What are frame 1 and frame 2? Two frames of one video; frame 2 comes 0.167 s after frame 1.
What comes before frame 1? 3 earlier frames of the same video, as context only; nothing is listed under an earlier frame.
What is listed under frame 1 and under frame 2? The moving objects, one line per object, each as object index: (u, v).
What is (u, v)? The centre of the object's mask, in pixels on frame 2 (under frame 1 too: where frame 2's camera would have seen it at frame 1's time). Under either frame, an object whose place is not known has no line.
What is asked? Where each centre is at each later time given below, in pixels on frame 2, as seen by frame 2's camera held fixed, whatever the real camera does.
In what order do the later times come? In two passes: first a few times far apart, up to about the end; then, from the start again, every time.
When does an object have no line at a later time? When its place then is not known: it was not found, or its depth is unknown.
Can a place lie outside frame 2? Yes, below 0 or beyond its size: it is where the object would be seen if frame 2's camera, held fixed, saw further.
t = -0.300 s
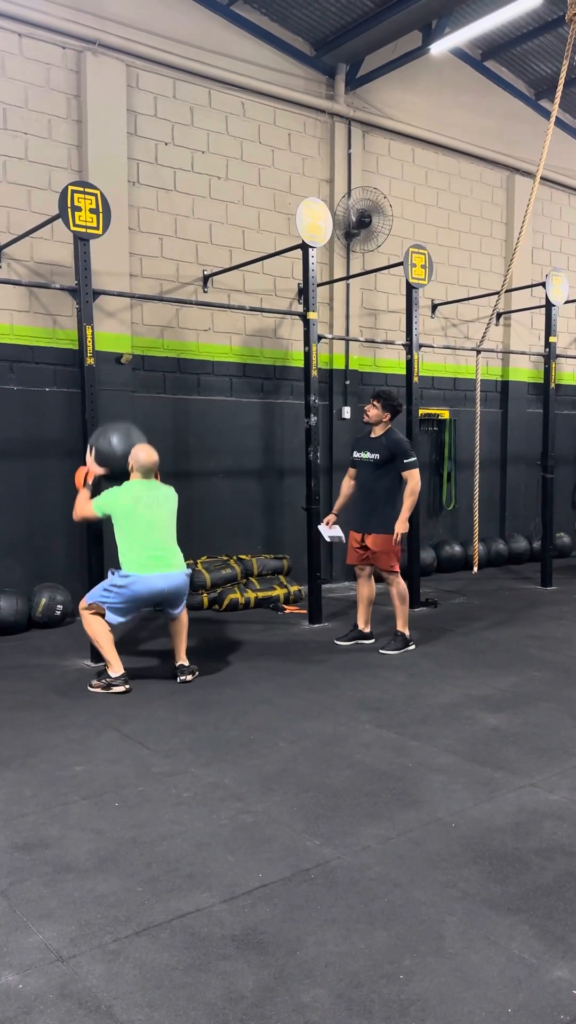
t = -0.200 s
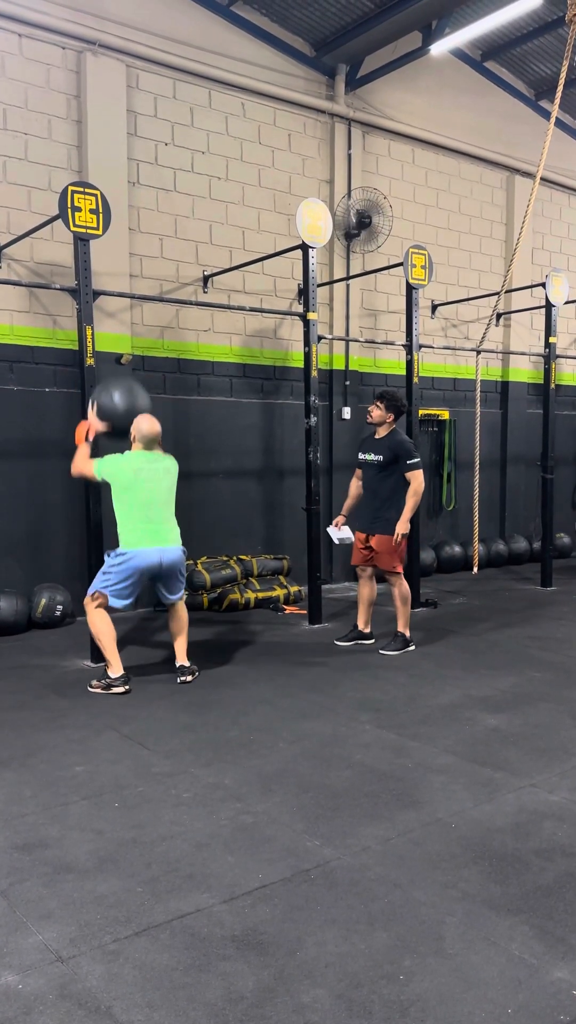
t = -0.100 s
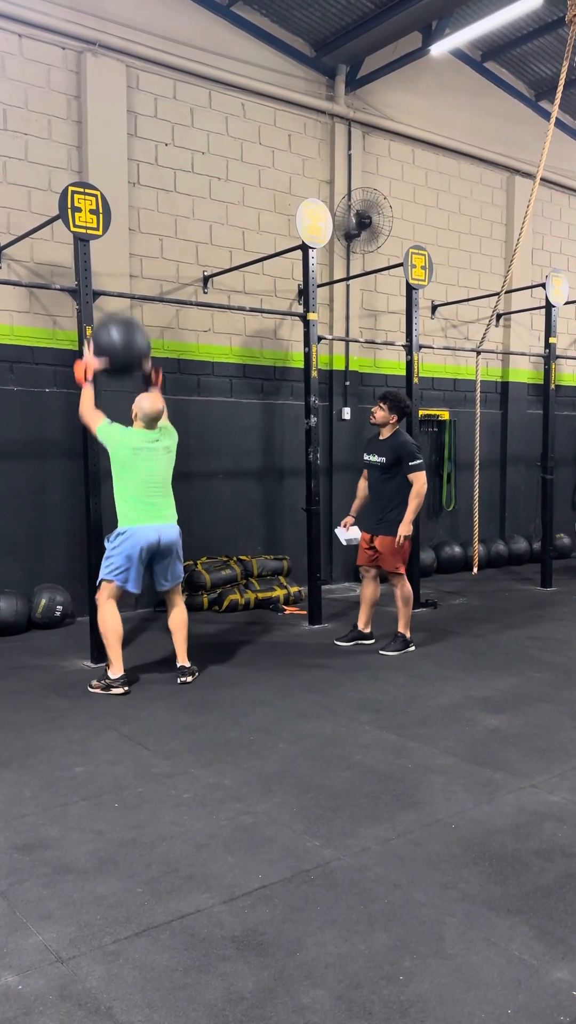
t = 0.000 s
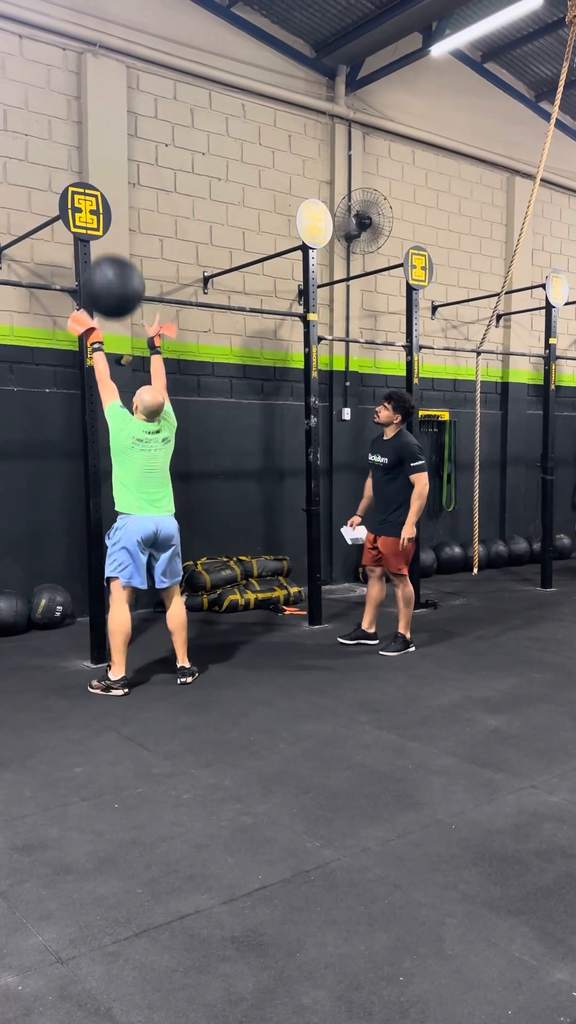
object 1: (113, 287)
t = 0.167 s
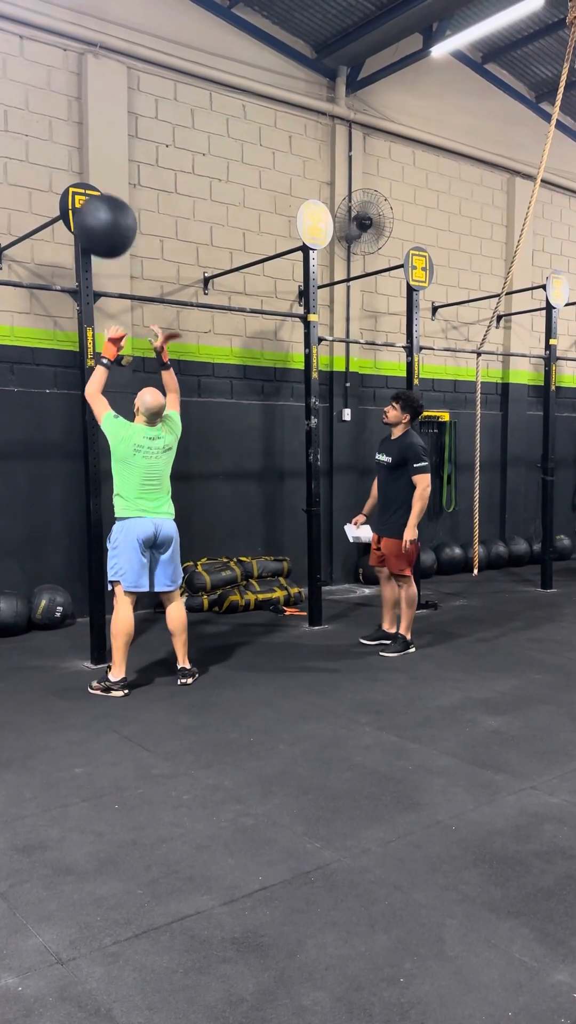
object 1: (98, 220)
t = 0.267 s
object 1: (98, 212)
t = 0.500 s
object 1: (97, 227)
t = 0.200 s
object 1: (98, 217)
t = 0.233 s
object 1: (97, 214)
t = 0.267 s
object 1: (98, 212)
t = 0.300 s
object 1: (98, 211)
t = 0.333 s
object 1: (98, 210)
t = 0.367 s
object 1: (98, 211)
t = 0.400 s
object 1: (98, 214)
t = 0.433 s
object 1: (98, 218)
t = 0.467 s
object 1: (97, 222)
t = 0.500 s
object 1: (97, 227)
